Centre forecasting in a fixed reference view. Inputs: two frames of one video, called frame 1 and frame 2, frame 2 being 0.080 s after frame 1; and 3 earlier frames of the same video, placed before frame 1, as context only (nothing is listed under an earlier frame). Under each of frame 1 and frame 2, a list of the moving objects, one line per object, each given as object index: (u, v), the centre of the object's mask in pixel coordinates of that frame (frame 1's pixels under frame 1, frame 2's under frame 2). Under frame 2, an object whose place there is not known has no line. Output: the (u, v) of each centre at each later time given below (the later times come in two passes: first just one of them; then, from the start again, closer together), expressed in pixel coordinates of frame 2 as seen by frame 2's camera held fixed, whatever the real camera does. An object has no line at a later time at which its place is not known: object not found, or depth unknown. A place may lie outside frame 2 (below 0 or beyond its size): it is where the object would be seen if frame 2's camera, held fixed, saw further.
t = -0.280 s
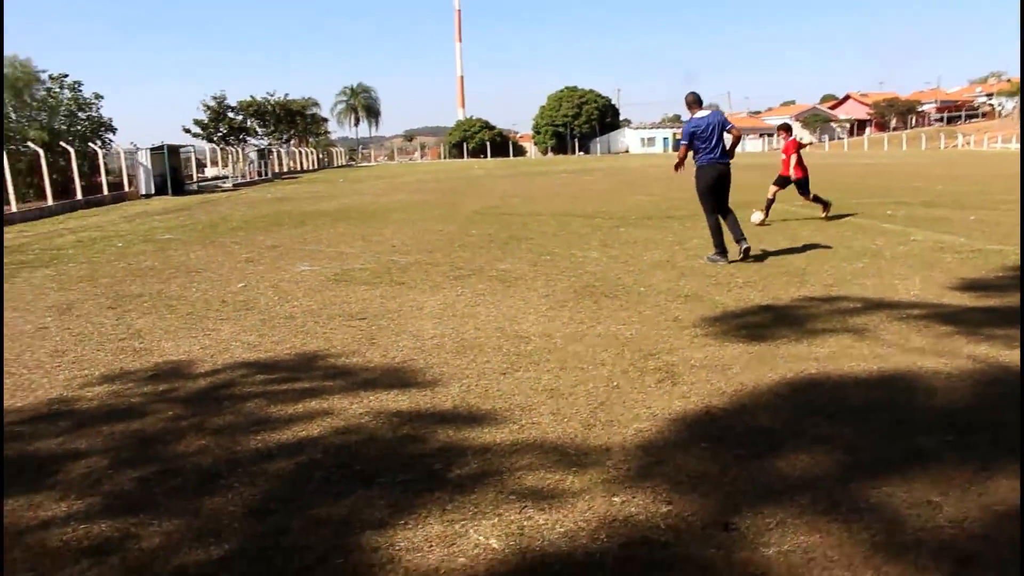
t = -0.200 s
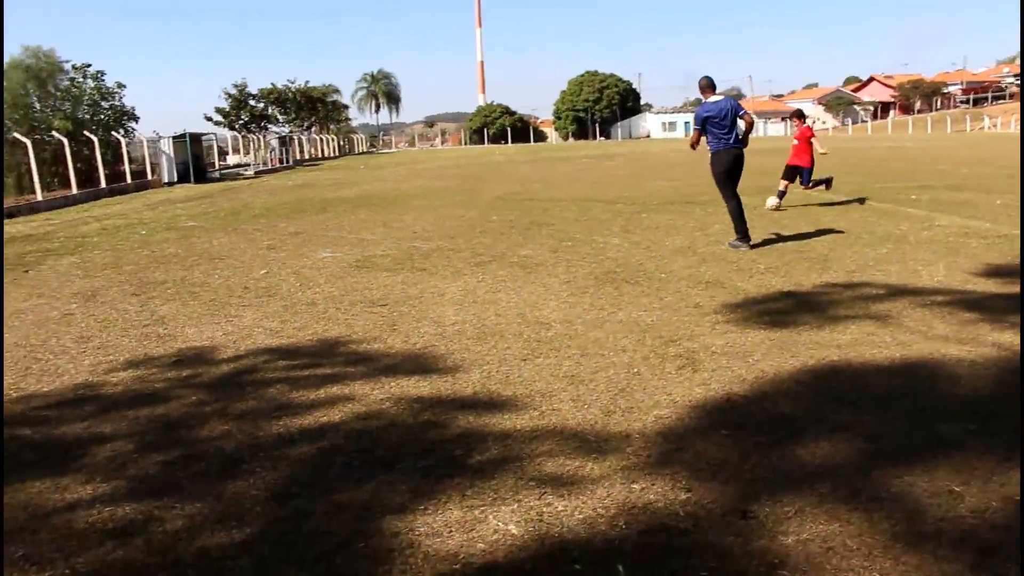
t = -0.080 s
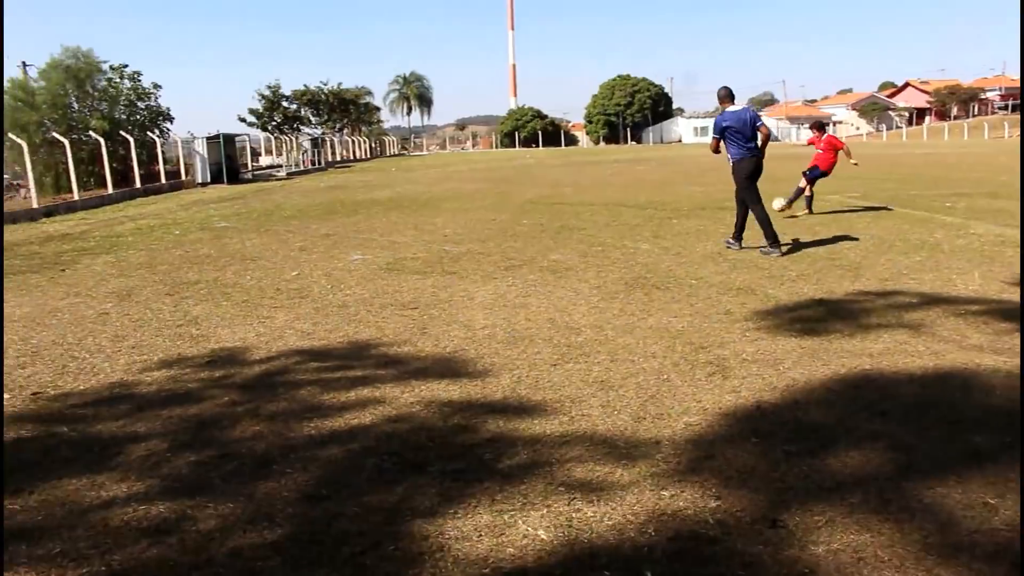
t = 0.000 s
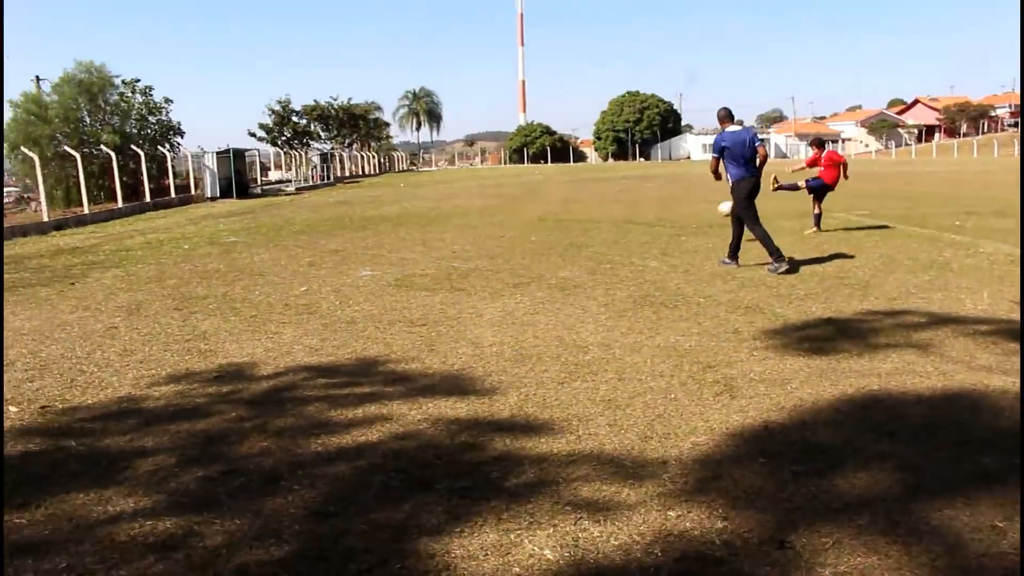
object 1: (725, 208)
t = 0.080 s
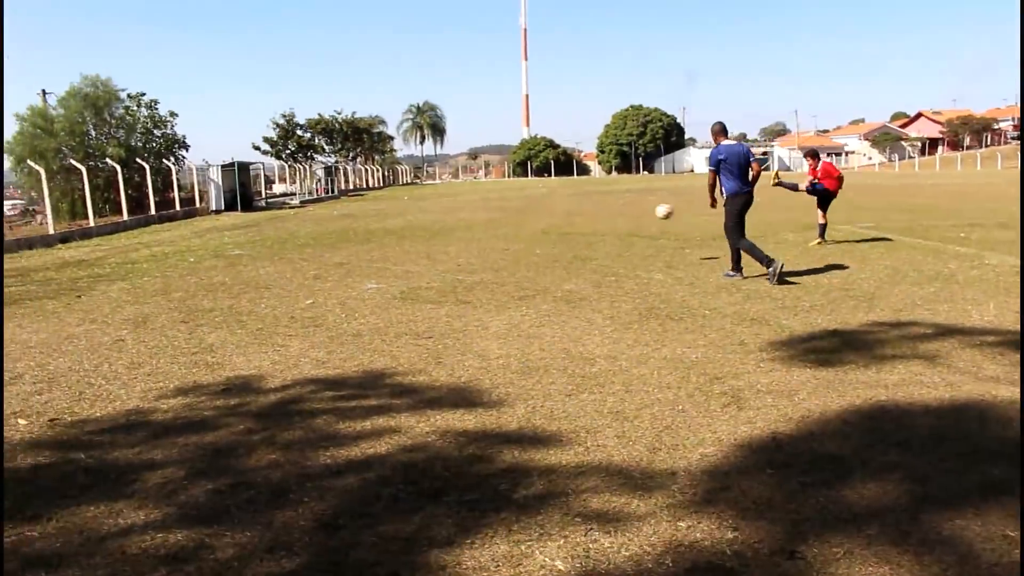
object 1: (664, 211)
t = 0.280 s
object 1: (473, 207)
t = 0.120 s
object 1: (629, 208)
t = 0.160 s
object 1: (592, 206)
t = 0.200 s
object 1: (554, 205)
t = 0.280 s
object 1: (473, 207)
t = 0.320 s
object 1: (430, 211)
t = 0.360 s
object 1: (386, 216)
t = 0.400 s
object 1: (339, 223)
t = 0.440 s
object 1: (290, 231)
